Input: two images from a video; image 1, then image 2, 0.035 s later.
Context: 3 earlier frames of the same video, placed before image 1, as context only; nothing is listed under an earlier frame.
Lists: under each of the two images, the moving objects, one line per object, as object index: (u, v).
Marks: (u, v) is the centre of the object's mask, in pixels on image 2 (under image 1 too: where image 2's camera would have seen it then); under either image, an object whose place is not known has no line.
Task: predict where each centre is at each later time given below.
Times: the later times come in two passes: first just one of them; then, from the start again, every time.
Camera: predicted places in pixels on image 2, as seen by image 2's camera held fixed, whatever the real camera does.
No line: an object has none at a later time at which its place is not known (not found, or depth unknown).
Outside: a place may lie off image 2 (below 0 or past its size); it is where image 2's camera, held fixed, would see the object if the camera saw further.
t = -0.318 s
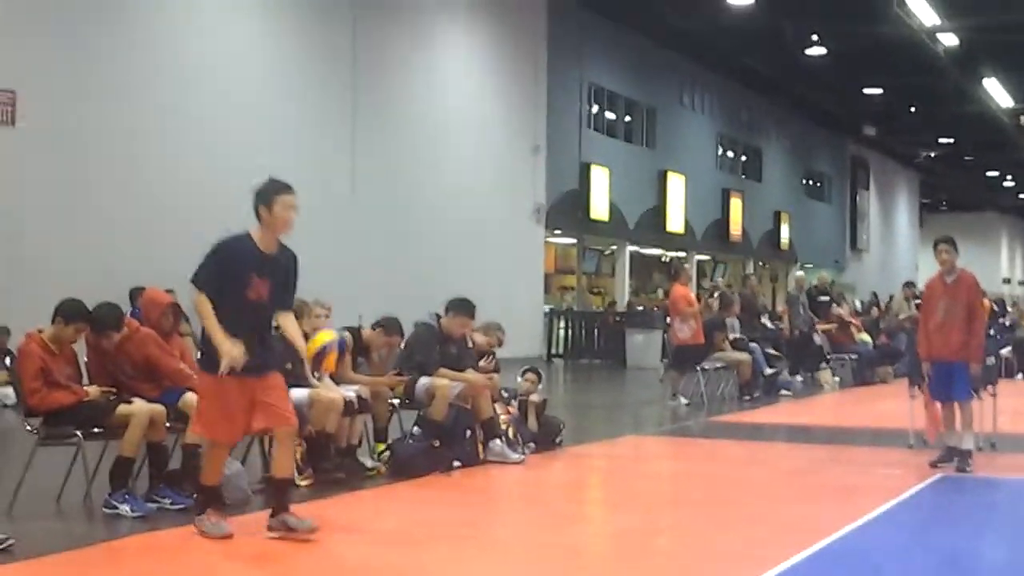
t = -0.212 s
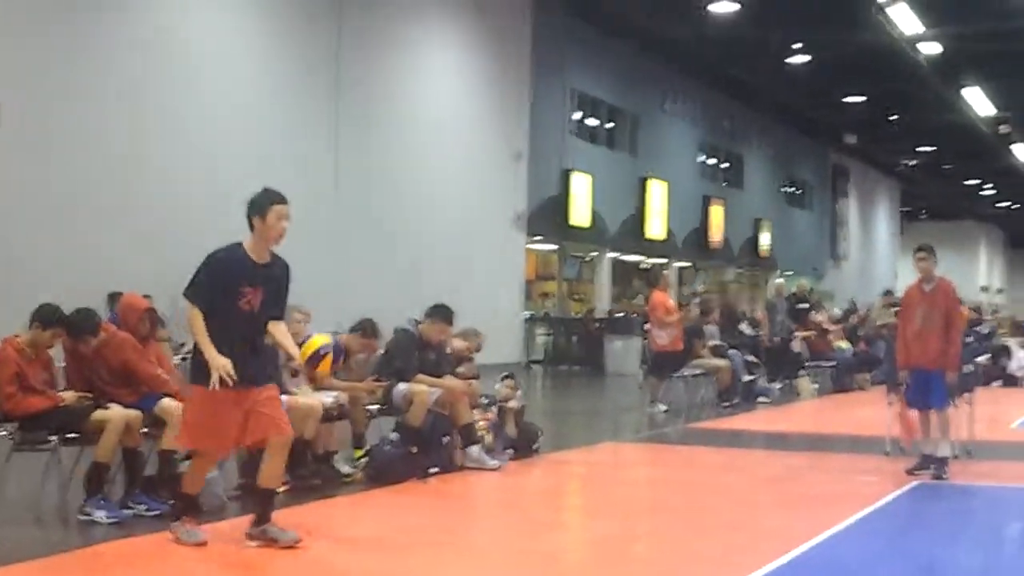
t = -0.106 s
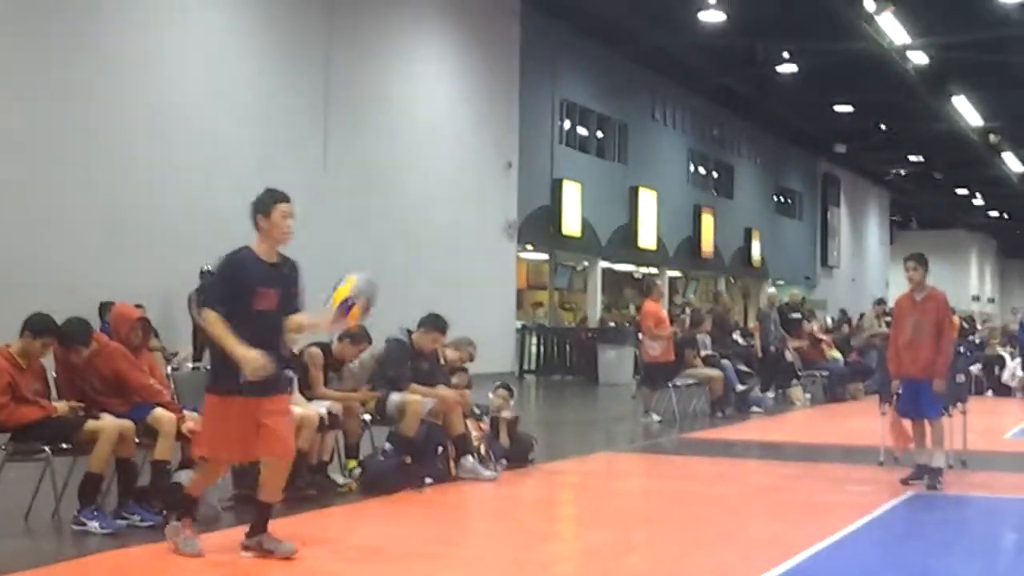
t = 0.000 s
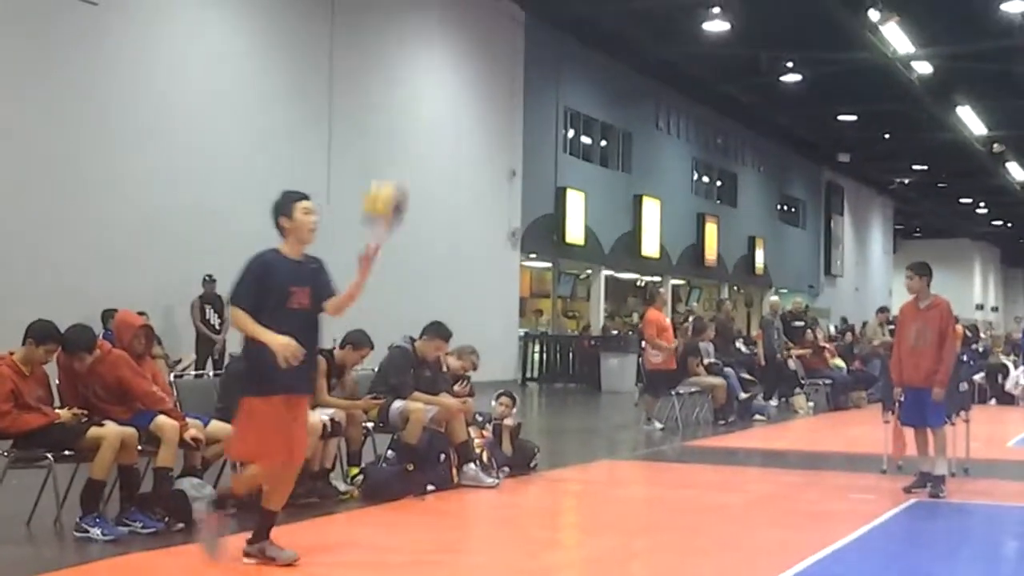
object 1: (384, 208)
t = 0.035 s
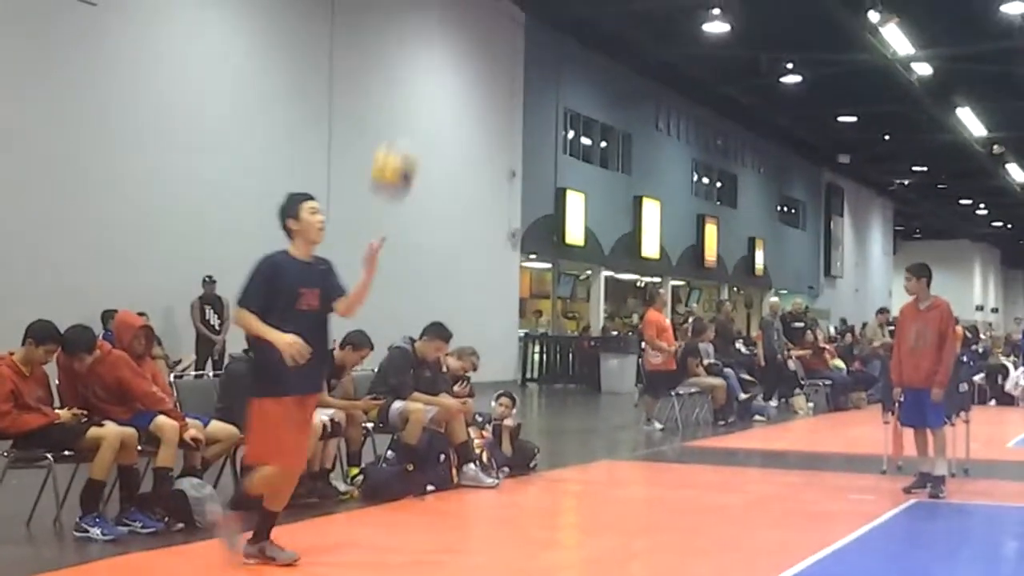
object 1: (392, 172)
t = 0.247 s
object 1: (443, 34)
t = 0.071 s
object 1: (401, 139)
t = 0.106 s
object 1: (410, 111)
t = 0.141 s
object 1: (419, 87)
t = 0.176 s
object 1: (428, 64)
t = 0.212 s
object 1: (436, 46)
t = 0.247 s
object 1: (443, 34)
